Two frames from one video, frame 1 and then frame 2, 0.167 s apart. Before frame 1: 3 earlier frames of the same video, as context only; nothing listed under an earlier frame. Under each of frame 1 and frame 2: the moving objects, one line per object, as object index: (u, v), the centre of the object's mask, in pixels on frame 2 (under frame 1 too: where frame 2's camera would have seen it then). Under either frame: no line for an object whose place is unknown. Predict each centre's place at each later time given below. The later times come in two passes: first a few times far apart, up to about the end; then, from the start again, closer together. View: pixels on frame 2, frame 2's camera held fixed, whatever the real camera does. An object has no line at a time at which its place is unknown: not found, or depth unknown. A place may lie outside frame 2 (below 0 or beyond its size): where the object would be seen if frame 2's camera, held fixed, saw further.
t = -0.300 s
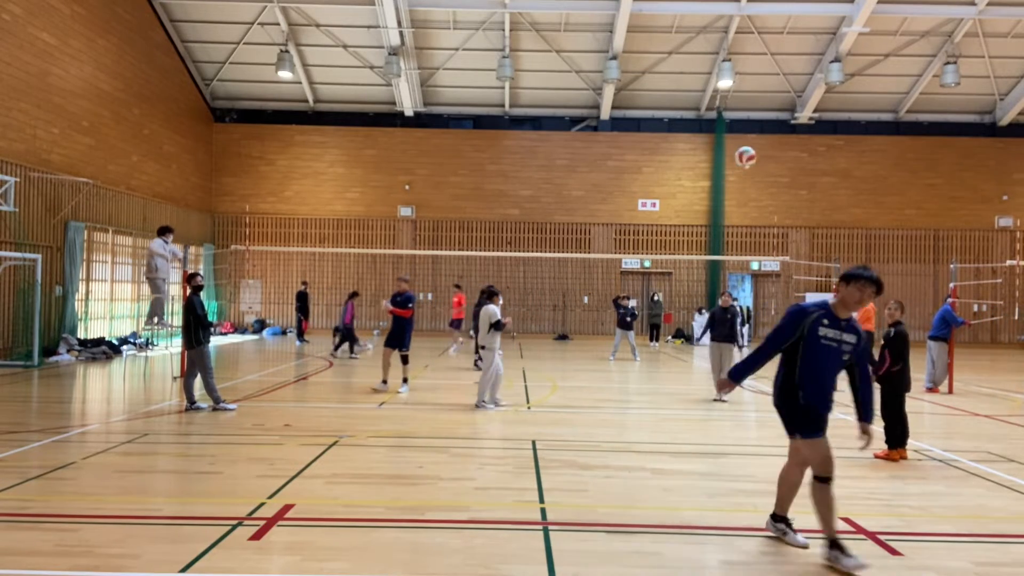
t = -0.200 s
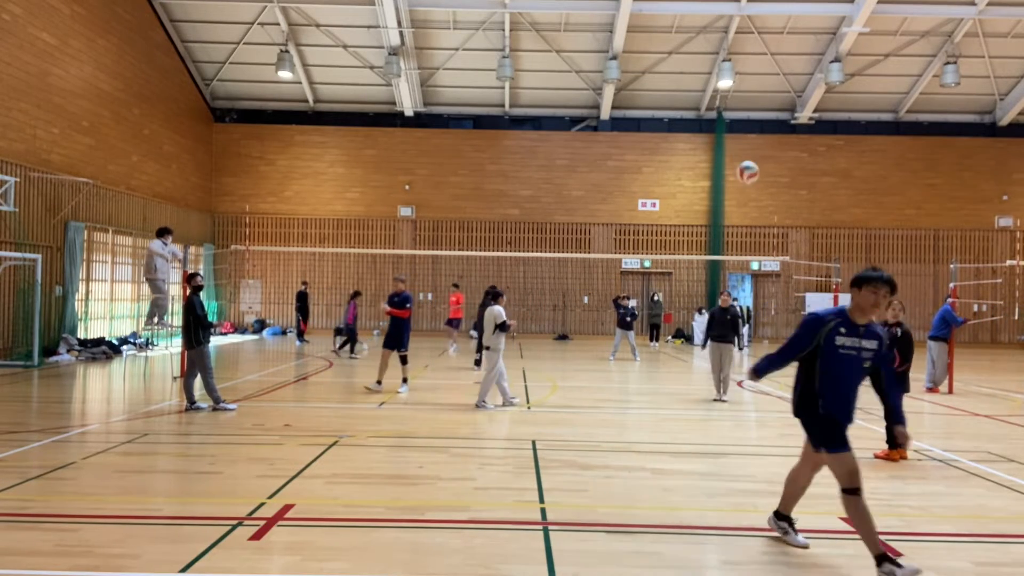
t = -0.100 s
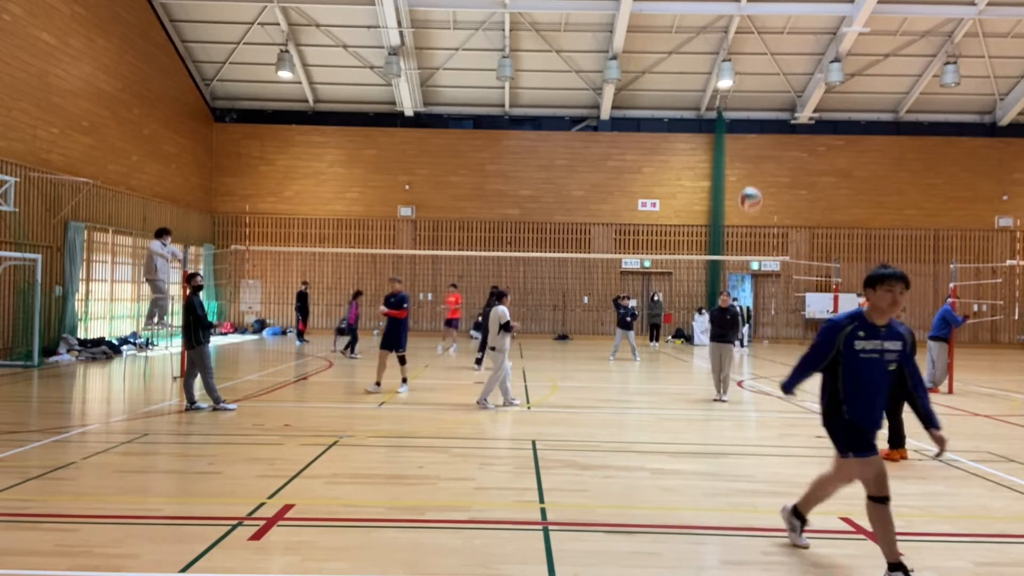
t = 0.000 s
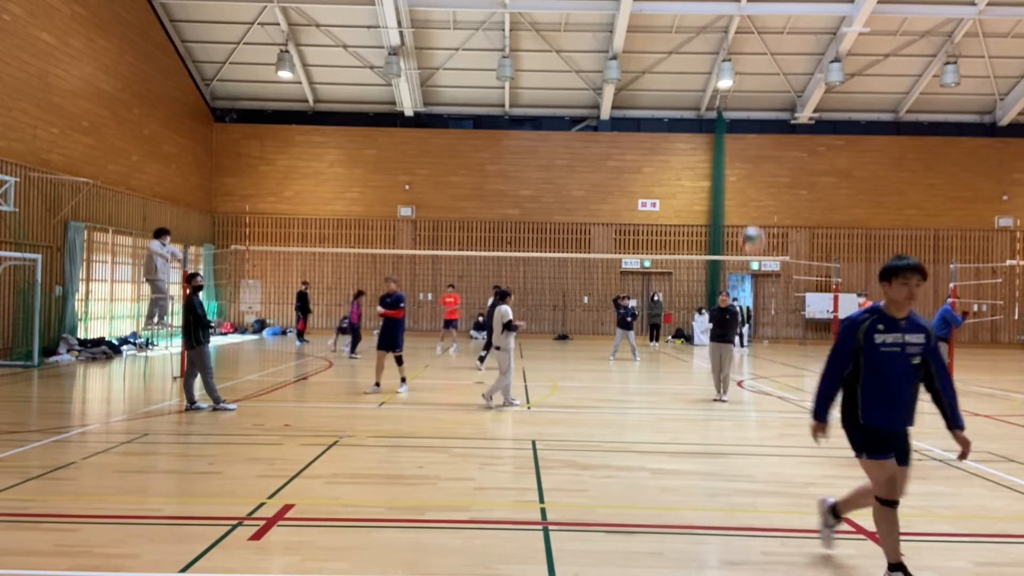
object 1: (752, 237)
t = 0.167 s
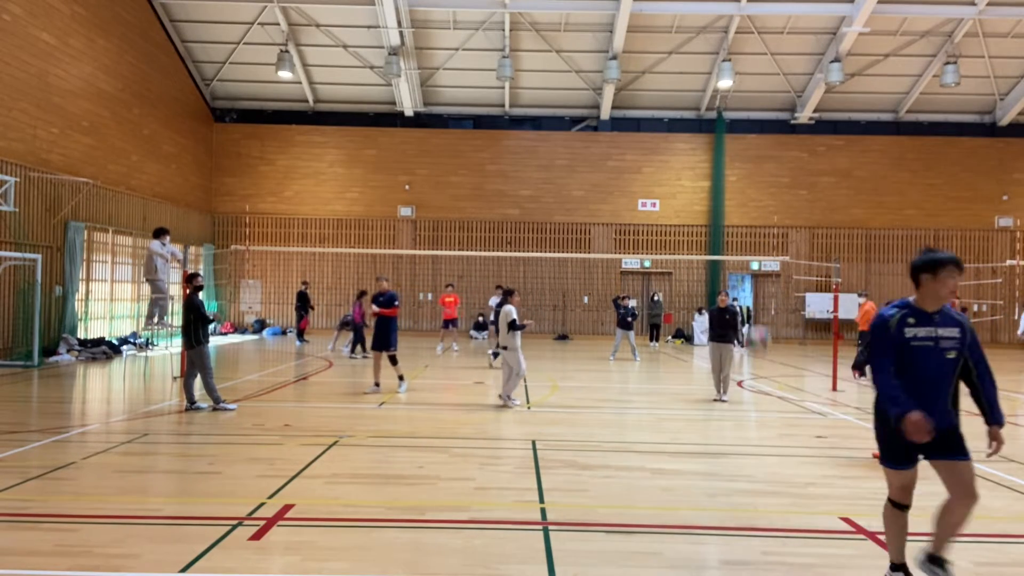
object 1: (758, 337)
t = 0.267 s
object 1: (761, 427)
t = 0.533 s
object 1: (772, 381)
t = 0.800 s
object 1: (781, 290)
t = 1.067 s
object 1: (791, 304)
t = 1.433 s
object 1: (804, 559)
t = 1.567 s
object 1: (809, 557)
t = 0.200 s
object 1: (758, 366)
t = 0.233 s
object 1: (760, 396)
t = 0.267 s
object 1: (761, 427)
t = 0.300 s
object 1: (762, 460)
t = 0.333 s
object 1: (764, 498)
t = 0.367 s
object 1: (765, 484)
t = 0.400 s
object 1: (767, 461)
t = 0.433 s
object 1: (768, 438)
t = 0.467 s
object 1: (769, 420)
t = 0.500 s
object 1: (770, 399)
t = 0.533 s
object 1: (772, 381)
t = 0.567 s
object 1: (773, 365)
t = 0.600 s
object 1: (774, 348)
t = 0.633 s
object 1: (776, 333)
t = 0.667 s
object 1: (777, 324)
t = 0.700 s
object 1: (778, 314)
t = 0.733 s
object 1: (779, 304)
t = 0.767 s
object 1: (780, 296)
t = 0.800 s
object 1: (781, 290)
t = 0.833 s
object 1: (782, 286)
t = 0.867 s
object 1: (784, 282)
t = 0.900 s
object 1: (785, 281)
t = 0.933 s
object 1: (786, 282)
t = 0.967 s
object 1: (788, 284)
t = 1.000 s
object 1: (789, 289)
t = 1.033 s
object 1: (790, 295)
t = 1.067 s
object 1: (791, 304)
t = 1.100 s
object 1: (792, 315)
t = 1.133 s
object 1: (793, 324)
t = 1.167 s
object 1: (795, 341)
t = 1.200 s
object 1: (796, 360)
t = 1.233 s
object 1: (797, 380)
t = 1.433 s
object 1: (804, 559)
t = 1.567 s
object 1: (809, 557)
